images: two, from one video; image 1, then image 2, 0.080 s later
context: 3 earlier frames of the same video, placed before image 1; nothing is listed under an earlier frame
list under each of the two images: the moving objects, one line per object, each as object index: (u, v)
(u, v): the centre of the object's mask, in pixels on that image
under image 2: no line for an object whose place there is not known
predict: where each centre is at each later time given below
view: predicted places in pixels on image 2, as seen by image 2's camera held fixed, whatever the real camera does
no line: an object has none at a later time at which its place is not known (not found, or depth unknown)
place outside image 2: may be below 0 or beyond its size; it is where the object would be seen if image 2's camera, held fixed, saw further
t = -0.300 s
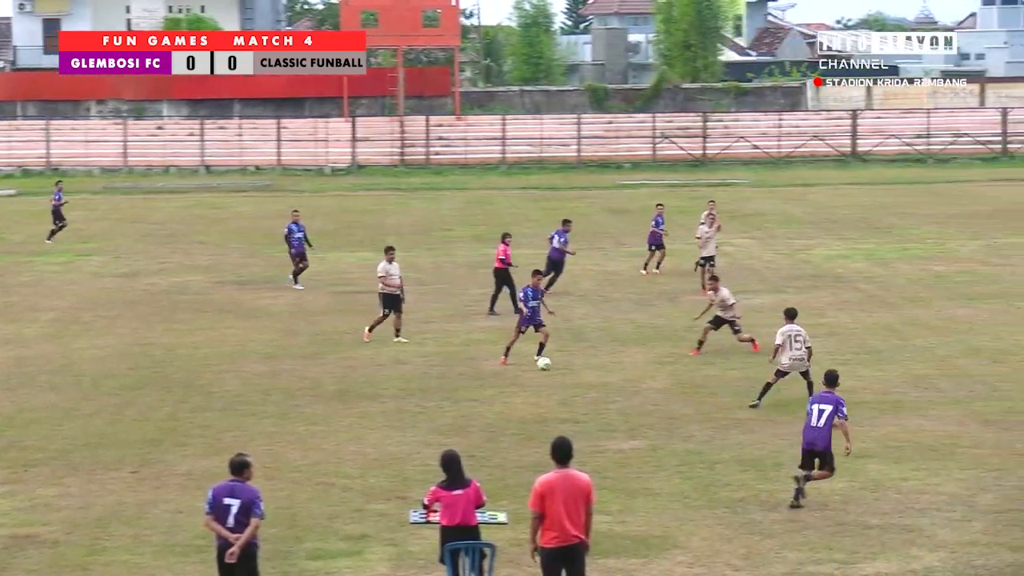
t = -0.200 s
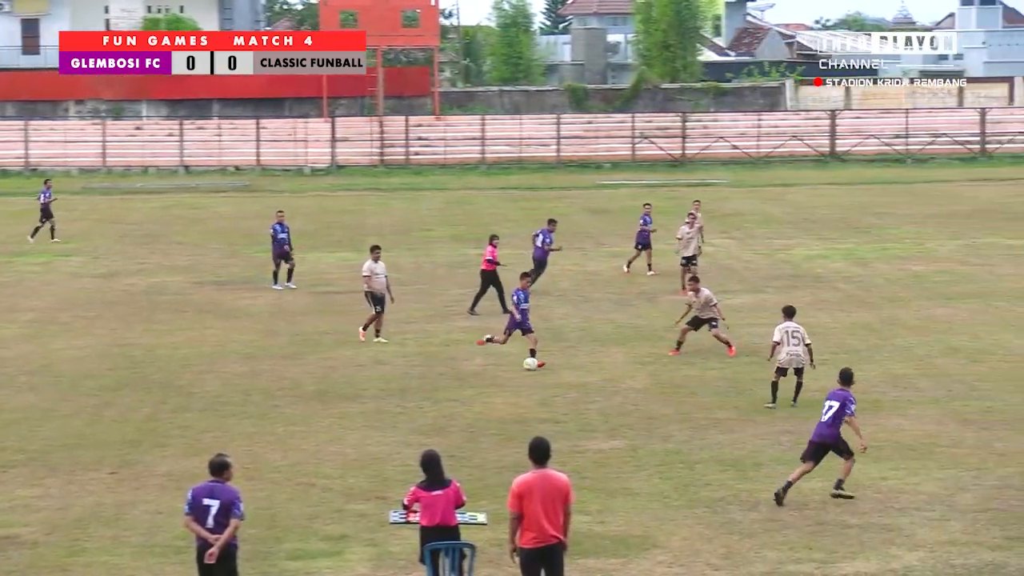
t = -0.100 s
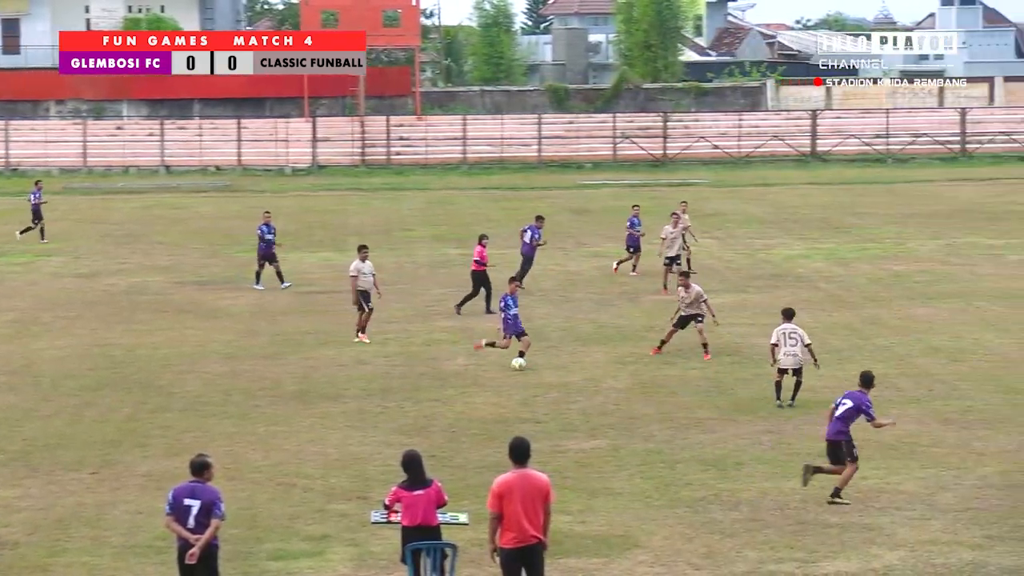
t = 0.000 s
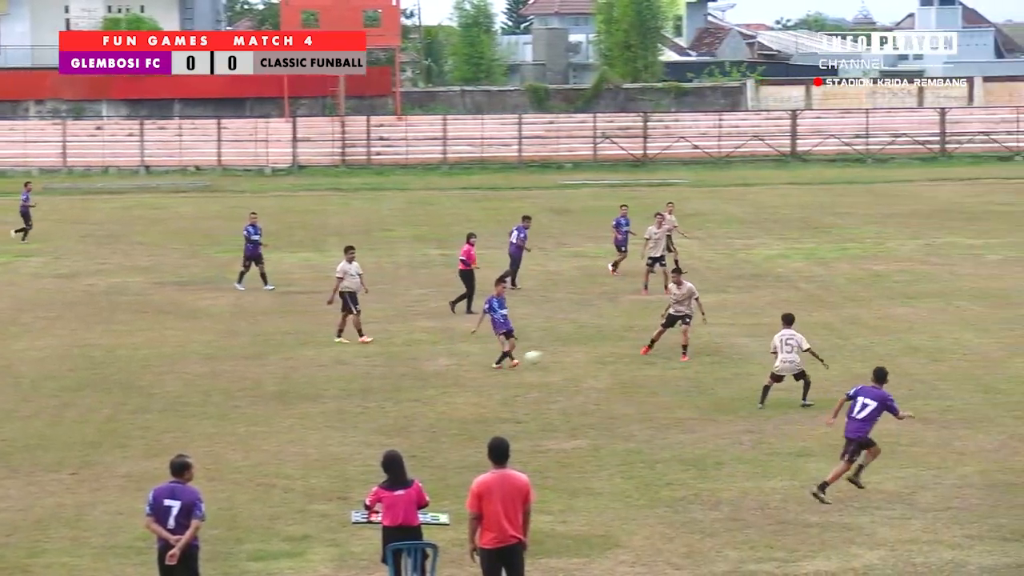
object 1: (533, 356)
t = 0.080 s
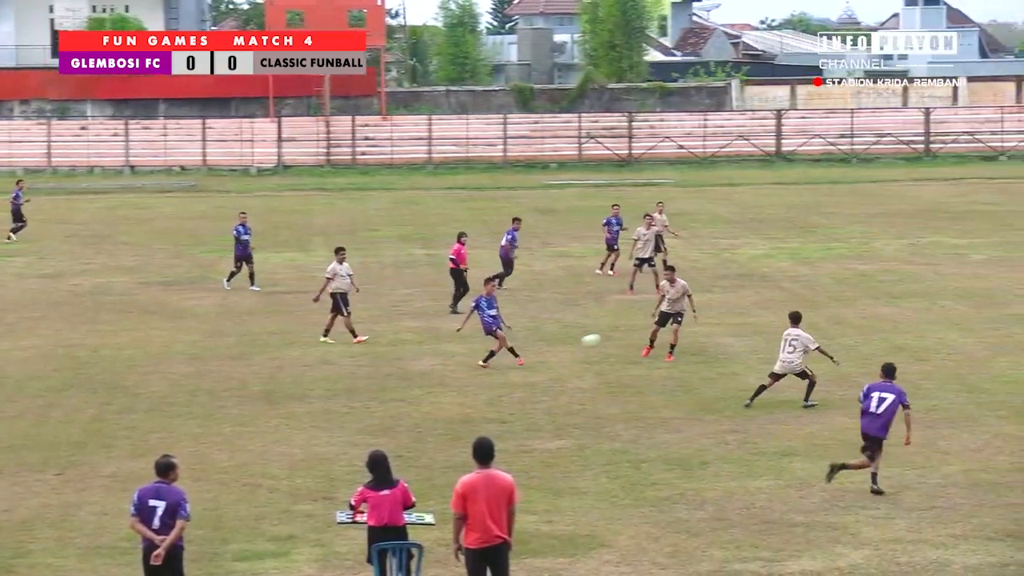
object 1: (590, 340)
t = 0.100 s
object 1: (609, 337)
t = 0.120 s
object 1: (626, 333)
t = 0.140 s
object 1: (645, 330)
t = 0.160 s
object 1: (662, 327)
